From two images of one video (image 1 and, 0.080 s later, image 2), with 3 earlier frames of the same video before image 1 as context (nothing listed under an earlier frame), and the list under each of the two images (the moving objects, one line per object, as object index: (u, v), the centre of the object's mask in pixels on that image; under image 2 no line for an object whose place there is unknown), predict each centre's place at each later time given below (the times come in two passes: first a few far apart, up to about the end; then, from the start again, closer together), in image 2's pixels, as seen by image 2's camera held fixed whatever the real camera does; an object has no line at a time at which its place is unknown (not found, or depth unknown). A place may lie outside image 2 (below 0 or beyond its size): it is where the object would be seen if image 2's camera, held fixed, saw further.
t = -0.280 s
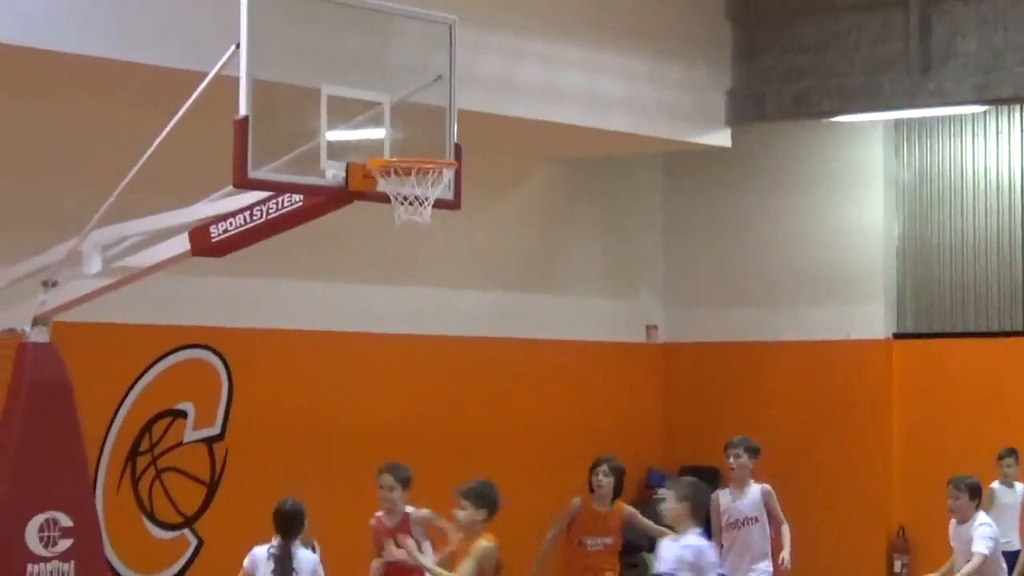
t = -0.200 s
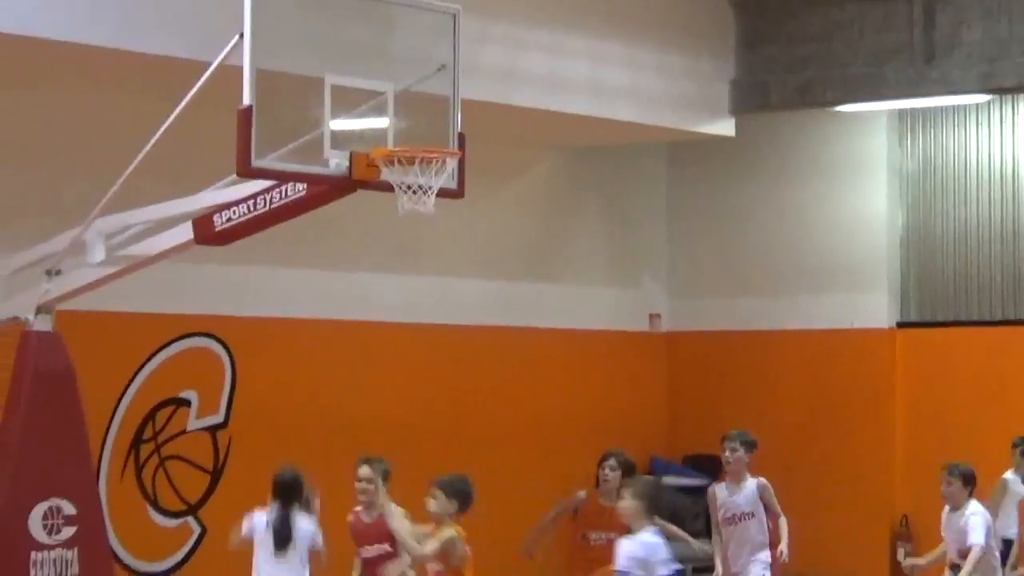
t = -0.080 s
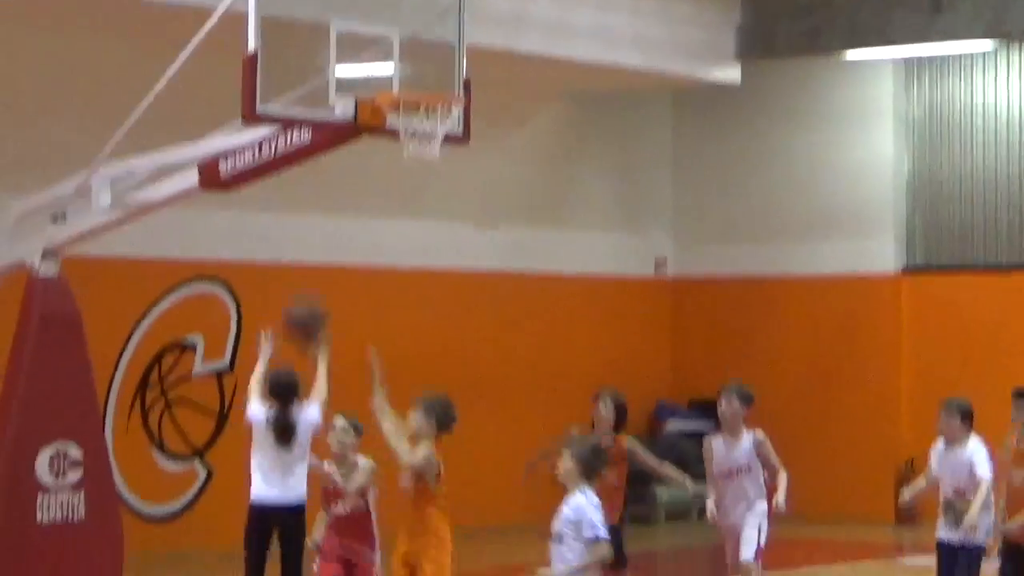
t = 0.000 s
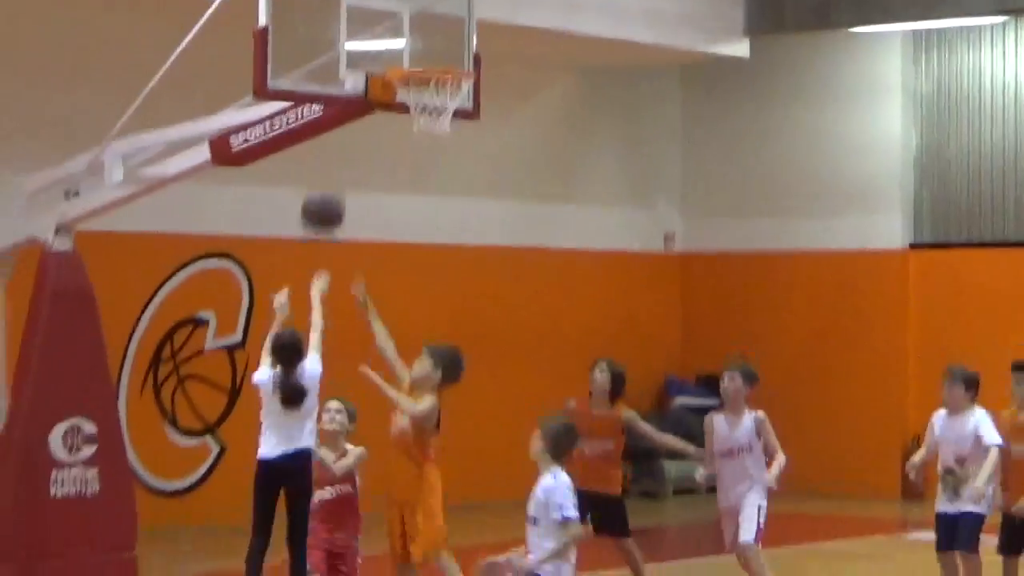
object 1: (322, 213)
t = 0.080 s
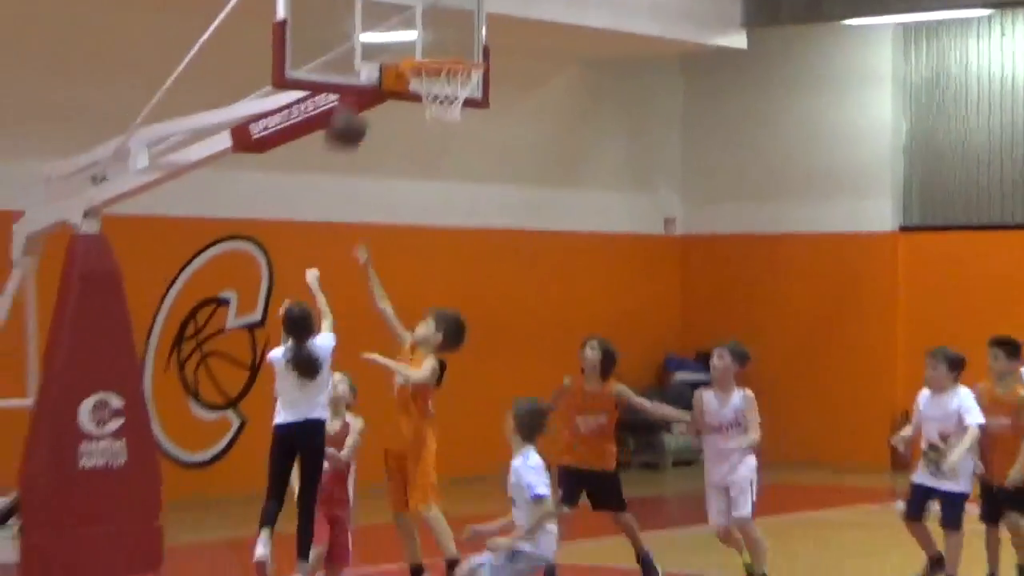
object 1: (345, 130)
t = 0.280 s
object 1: (367, 22)
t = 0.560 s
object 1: (470, 45)
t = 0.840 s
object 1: (422, 36)
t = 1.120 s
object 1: (458, 66)
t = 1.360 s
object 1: (453, 128)
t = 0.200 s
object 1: (354, 50)
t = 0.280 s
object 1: (367, 22)
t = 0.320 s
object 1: (381, 16)
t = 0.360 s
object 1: (396, 15)
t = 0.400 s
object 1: (412, 16)
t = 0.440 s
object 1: (426, 21)
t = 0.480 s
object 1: (440, 27)
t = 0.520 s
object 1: (455, 36)
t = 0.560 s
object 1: (470, 45)
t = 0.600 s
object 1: (464, 44)
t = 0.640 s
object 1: (454, 42)
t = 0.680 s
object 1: (441, 41)
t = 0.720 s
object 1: (430, 41)
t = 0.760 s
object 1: (418, 44)
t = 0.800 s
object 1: (416, 42)
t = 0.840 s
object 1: (422, 36)
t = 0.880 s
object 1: (427, 33)
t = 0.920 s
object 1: (433, 31)
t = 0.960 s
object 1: (437, 33)
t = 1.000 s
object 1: (442, 37)
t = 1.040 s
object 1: (448, 42)
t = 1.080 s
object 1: (454, 48)
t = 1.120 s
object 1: (458, 66)
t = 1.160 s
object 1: (462, 80)
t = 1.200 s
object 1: (465, 83)
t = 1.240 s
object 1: (464, 98)
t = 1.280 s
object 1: (455, 115)
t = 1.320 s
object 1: (454, 116)
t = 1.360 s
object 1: (453, 128)
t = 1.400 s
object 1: (449, 138)
